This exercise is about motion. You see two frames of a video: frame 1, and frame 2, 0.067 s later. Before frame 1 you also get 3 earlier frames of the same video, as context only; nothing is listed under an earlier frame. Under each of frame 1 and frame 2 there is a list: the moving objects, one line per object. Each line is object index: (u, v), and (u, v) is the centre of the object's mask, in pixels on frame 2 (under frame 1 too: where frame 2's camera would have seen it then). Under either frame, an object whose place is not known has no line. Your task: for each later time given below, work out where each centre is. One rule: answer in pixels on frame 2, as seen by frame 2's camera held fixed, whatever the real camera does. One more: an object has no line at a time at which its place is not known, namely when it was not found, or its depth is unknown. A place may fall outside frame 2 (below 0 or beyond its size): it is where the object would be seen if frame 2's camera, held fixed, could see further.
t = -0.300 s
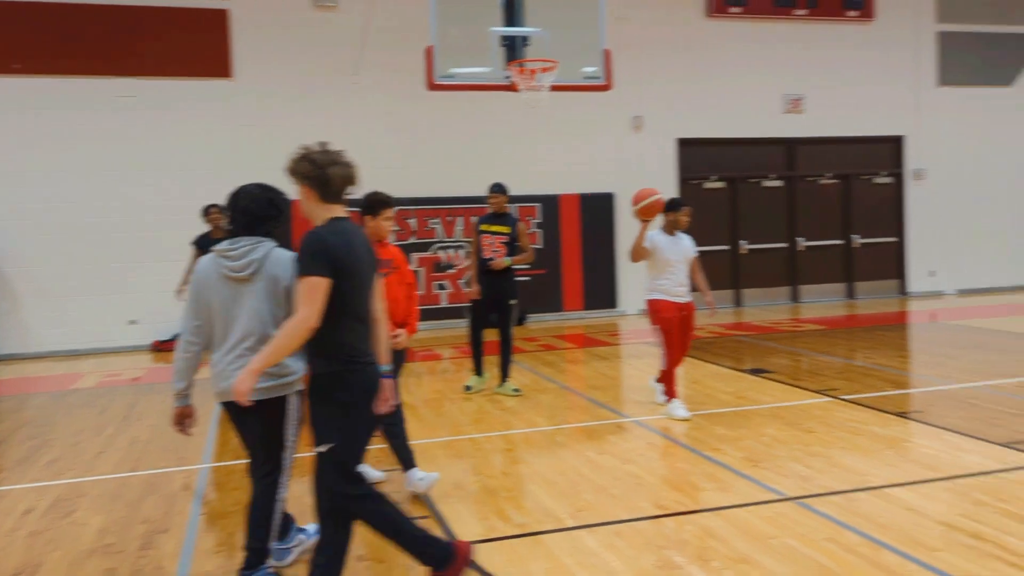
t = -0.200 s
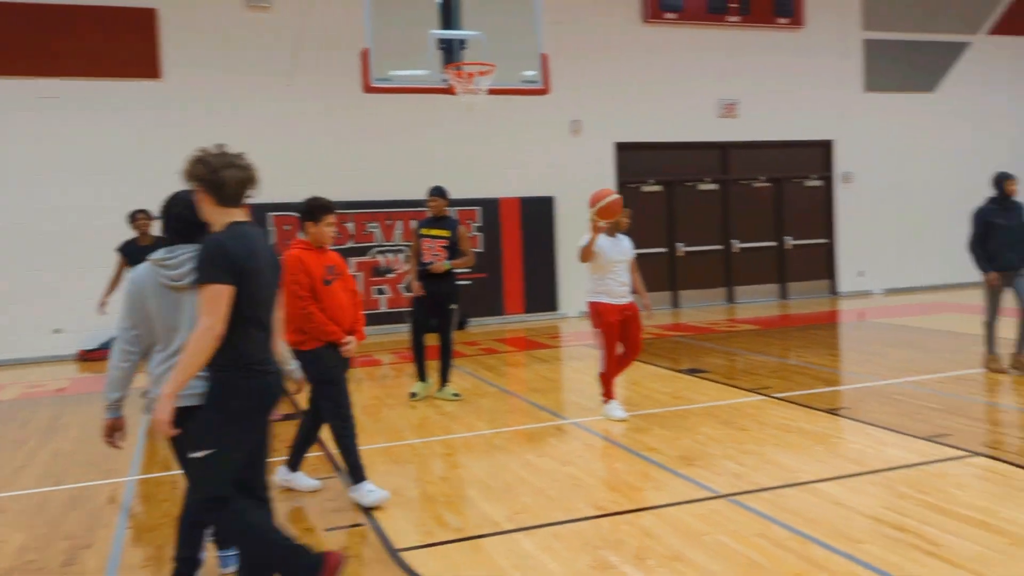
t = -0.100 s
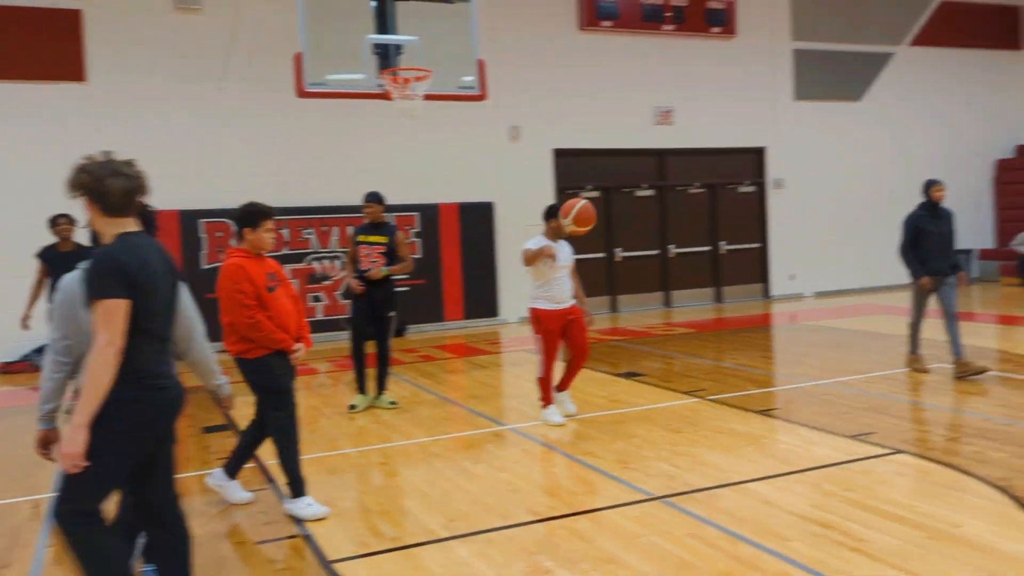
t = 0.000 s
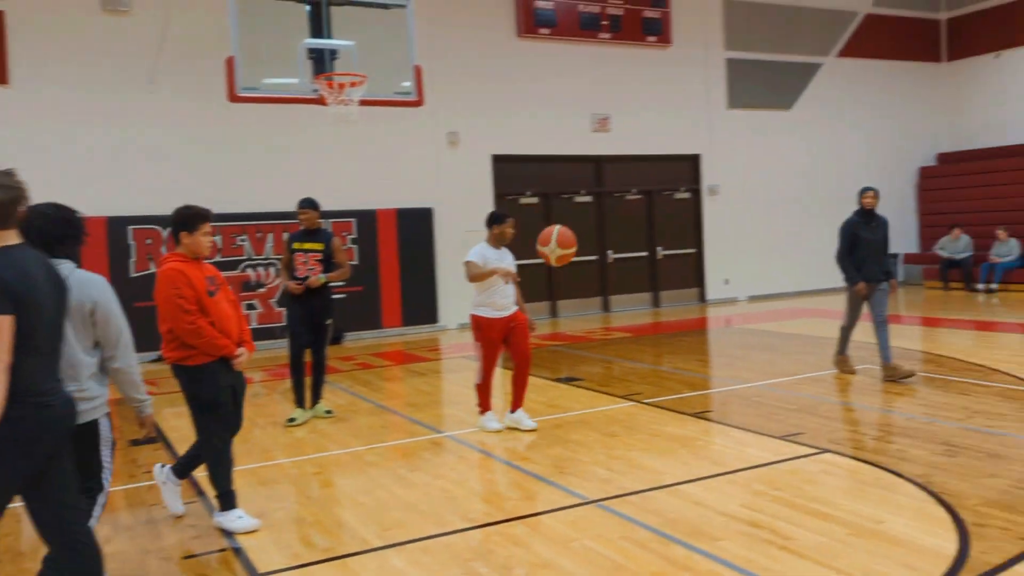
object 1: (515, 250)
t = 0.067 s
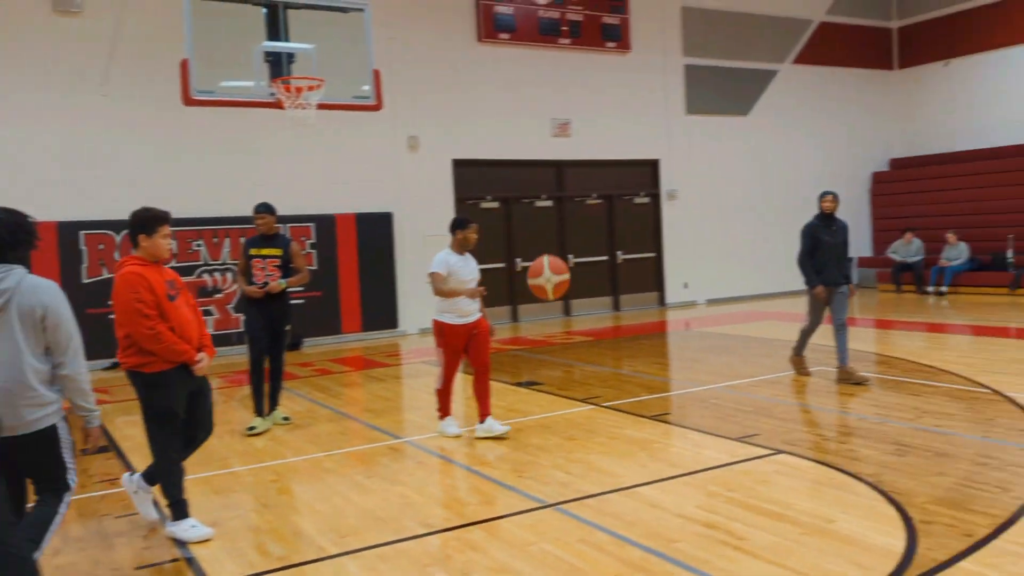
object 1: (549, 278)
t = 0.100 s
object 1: (567, 294)
